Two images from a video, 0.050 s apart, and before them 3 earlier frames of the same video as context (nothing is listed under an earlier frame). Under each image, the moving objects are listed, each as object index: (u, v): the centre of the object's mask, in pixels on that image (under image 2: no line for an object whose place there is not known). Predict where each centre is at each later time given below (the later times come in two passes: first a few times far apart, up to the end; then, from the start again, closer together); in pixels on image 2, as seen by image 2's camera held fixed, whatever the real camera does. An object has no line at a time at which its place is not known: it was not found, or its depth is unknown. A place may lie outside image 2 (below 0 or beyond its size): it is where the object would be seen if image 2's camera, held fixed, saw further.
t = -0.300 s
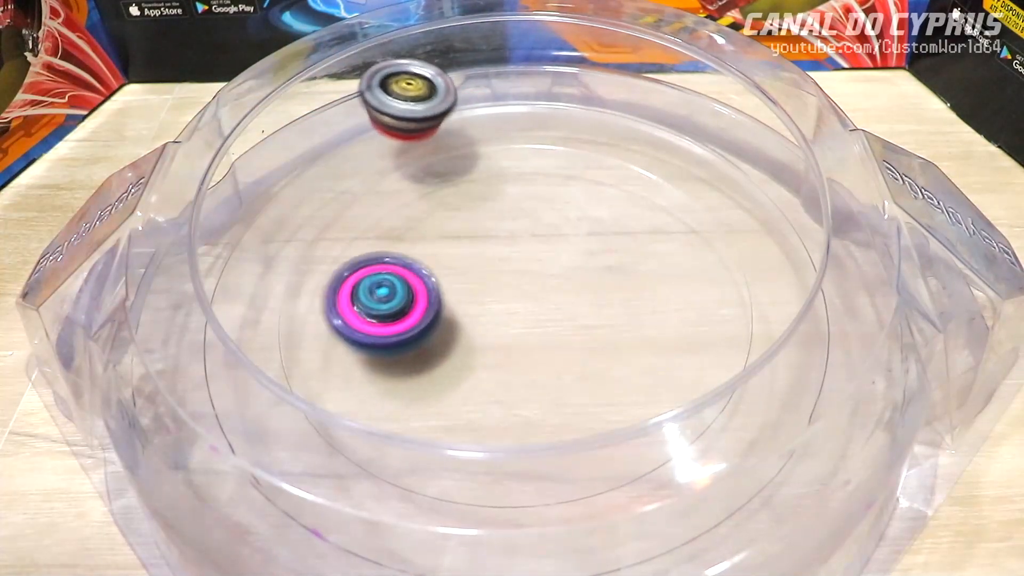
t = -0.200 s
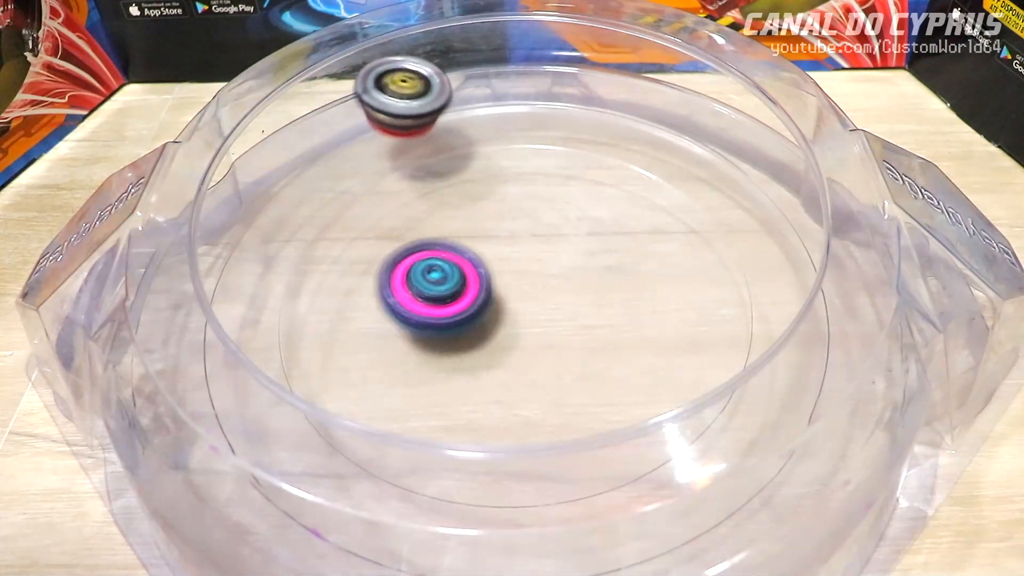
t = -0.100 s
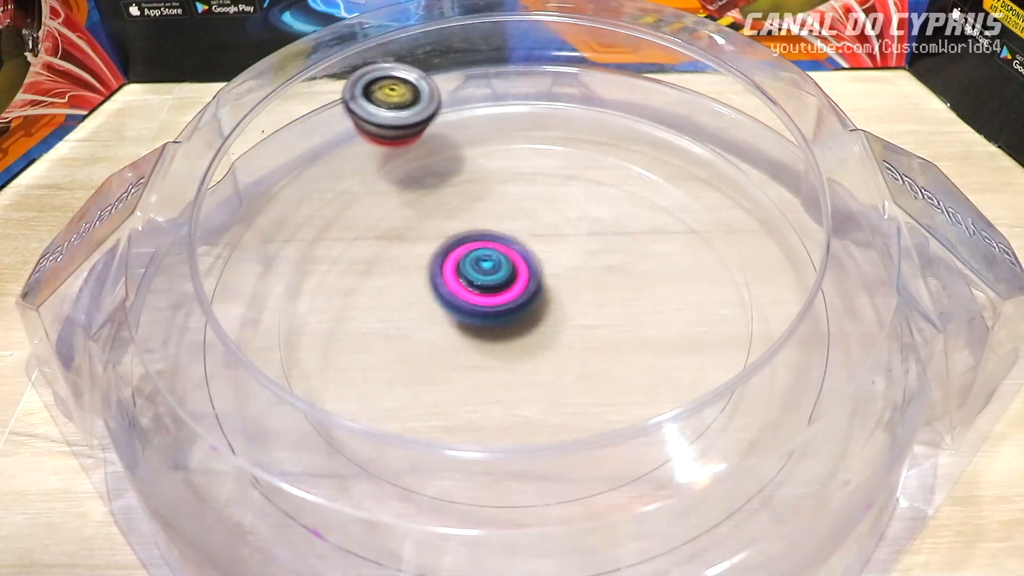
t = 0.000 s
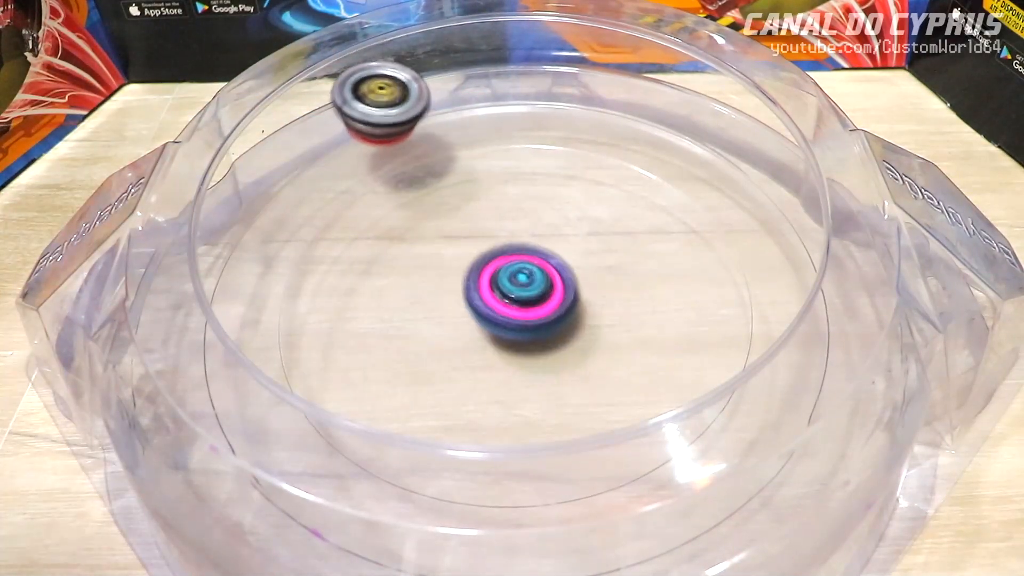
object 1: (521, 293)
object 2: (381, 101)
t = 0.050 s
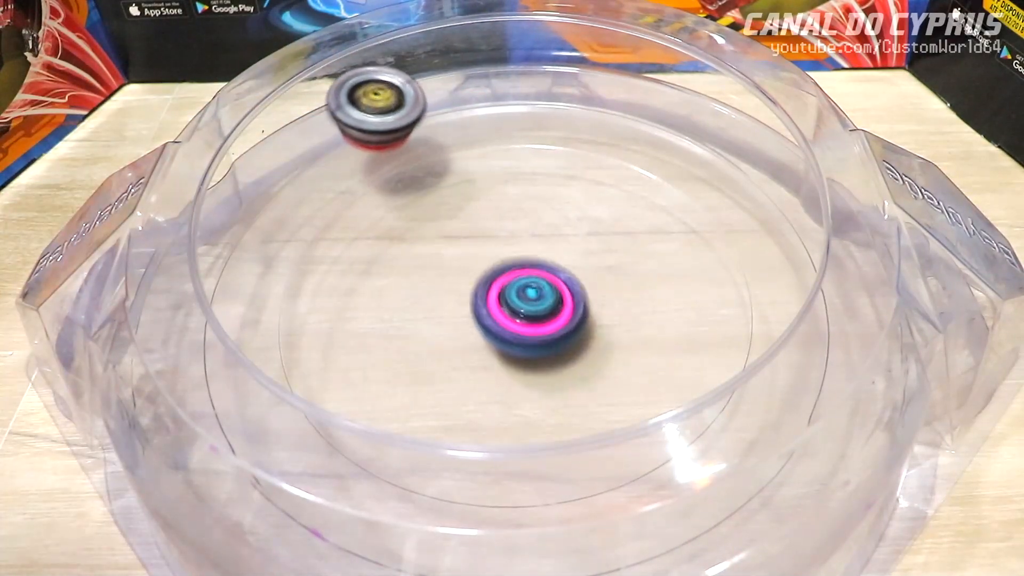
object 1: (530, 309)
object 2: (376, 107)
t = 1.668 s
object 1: (563, 248)
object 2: (637, 96)
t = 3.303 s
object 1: (397, 285)
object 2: (531, 206)
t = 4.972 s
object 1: (295, 481)
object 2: (271, 345)
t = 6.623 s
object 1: (797, 273)
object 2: (629, 470)
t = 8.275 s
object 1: (318, 282)
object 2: (492, 350)
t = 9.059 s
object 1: (500, 385)
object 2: (331, 204)
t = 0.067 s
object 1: (531, 314)
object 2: (374, 109)
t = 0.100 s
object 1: (530, 326)
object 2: (372, 110)
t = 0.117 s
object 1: (528, 330)
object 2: (372, 110)
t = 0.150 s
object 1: (521, 341)
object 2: (371, 109)
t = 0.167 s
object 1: (517, 347)
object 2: (372, 107)
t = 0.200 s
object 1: (505, 354)
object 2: (371, 105)
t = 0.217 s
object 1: (497, 357)
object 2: (371, 106)
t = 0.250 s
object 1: (481, 362)
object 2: (371, 109)
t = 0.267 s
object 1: (472, 362)
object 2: (371, 110)
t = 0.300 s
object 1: (455, 362)
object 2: (372, 109)
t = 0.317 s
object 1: (447, 360)
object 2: (373, 109)
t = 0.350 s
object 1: (432, 356)
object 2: (377, 105)
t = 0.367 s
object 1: (426, 352)
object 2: (379, 103)
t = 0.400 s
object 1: (416, 345)
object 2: (382, 101)
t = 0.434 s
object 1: (411, 336)
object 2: (383, 103)
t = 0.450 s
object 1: (409, 331)
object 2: (384, 104)
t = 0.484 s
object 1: (408, 321)
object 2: (386, 104)
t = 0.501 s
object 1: (408, 315)
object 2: (388, 104)
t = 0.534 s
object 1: (412, 306)
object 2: (394, 101)
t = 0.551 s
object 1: (415, 301)
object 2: (397, 99)
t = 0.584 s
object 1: (424, 291)
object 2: (405, 93)
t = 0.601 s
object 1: (430, 287)
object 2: (407, 92)
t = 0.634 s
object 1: (445, 280)
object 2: (412, 92)
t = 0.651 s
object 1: (452, 276)
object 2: (413, 93)
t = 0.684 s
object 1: (471, 273)
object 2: (417, 94)
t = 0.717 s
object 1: (492, 271)
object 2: (423, 93)
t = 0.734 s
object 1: (503, 272)
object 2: (426, 92)
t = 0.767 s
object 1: (524, 275)
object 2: (434, 88)
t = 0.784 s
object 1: (535, 278)
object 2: (439, 85)
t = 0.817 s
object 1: (553, 285)
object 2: (445, 83)
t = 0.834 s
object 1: (561, 290)
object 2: (447, 83)
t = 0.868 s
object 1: (575, 301)
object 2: (450, 86)
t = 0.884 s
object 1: (581, 309)
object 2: (452, 86)
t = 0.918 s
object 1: (588, 323)
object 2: (458, 86)
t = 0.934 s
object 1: (590, 331)
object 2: (462, 85)
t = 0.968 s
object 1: (588, 346)
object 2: (470, 83)
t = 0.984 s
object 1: (585, 354)
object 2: (474, 81)
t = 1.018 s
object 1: (576, 367)
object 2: (481, 79)
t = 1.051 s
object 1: (563, 378)
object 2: (485, 80)
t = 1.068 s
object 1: (556, 382)
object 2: (486, 81)
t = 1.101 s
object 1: (541, 389)
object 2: (491, 82)
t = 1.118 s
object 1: (533, 390)
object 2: (494, 81)
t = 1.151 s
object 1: (517, 393)
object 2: (501, 81)
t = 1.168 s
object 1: (508, 393)
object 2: (505, 81)
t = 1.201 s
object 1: (492, 391)
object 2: (514, 80)
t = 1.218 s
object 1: (484, 389)
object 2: (519, 80)
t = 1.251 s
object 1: (470, 383)
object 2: (530, 79)
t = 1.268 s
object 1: (464, 379)
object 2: (535, 78)
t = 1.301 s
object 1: (453, 369)
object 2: (544, 78)
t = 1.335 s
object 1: (444, 357)
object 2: (550, 79)
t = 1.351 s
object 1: (442, 351)
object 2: (553, 80)
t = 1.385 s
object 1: (439, 337)
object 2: (561, 82)
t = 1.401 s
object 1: (439, 329)
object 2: (565, 82)
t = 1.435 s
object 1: (443, 314)
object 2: (575, 84)
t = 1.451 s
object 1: (446, 306)
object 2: (580, 85)
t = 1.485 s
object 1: (456, 291)
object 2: (590, 86)
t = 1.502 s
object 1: (463, 284)
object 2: (595, 87)
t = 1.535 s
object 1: (479, 271)
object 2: (606, 88)
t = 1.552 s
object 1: (487, 266)
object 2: (612, 89)
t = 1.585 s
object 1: (507, 257)
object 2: (623, 90)
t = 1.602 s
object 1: (518, 254)
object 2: (627, 91)
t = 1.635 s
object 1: (540, 249)
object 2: (632, 93)
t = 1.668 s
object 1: (563, 248)
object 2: (637, 96)
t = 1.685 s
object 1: (575, 249)
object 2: (640, 98)
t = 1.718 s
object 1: (595, 253)
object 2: (648, 100)
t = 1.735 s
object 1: (605, 256)
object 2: (651, 102)
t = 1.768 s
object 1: (621, 265)
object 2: (660, 105)
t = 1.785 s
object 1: (628, 270)
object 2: (664, 106)
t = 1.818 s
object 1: (639, 281)
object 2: (673, 110)
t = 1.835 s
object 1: (643, 287)
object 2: (677, 112)
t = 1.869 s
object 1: (647, 299)
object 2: (687, 115)
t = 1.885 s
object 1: (648, 305)
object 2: (692, 116)
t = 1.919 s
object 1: (645, 317)
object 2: (702, 121)
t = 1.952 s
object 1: (639, 329)
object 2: (710, 124)
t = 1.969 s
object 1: (635, 335)
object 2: (712, 125)
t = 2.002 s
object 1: (624, 345)
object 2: (714, 129)
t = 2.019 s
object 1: (617, 349)
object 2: (717, 131)
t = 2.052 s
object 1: (602, 356)
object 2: (722, 135)
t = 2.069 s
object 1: (594, 360)
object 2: (725, 137)
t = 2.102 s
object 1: (576, 364)
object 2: (732, 142)
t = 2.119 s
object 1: (566, 365)
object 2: (736, 144)
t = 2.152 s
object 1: (545, 366)
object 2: (744, 149)
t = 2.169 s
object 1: (535, 365)
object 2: (747, 151)
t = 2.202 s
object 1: (514, 360)
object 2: (749, 154)
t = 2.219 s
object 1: (504, 356)
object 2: (751, 157)
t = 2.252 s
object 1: (488, 347)
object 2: (755, 161)
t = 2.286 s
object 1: (474, 334)
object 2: (758, 167)
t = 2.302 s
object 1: (469, 326)
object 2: (761, 168)
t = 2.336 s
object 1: (463, 311)
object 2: (763, 175)
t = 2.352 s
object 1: (461, 303)
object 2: (765, 178)
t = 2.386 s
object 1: (461, 286)
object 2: (769, 184)
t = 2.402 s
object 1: (463, 277)
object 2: (771, 186)
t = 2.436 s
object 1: (468, 262)
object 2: (773, 191)
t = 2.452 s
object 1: (473, 256)
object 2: (775, 194)
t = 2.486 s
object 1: (484, 244)
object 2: (783, 198)
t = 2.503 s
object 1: (491, 239)
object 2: (785, 200)
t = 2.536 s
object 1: (506, 231)
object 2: (788, 206)
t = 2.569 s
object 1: (523, 224)
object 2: (790, 211)
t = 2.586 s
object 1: (531, 222)
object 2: (791, 213)
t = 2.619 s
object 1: (549, 220)
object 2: (793, 218)
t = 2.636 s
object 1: (557, 220)
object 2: (794, 221)
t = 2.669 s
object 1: (574, 222)
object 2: (795, 225)
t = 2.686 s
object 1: (581, 223)
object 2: (796, 228)
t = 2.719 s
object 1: (594, 228)
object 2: (796, 234)
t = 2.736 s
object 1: (599, 232)
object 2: (796, 236)
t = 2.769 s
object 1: (609, 240)
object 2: (796, 242)
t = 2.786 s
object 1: (613, 244)
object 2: (795, 244)
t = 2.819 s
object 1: (618, 256)
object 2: (793, 248)
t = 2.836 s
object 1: (619, 261)
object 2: (791, 250)
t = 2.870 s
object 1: (620, 274)
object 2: (788, 254)
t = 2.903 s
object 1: (616, 287)
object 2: (784, 258)
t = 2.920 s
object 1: (613, 294)
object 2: (782, 260)
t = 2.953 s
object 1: (603, 306)
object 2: (776, 263)
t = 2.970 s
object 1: (596, 312)
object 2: (774, 264)
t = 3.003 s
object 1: (580, 324)
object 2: (767, 266)
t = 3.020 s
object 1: (571, 329)
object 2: (763, 267)
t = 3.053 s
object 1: (552, 336)
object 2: (753, 267)
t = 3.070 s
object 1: (541, 339)
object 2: (747, 268)
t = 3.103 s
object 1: (519, 340)
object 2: (727, 267)
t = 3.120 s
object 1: (508, 339)
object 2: (714, 267)
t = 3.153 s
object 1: (487, 335)
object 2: (685, 263)
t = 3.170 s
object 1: (477, 329)
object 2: (669, 261)
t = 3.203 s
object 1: (460, 320)
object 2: (634, 255)
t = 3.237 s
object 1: (446, 306)
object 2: (593, 247)
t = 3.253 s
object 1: (441, 299)
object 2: (571, 242)
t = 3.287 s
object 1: (421, 286)
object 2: (532, 224)
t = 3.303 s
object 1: (397, 285)
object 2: (531, 206)
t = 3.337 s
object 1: (352, 290)
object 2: (528, 178)
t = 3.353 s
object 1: (334, 288)
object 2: (527, 166)
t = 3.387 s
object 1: (301, 289)
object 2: (519, 143)
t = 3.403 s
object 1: (288, 286)
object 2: (514, 135)
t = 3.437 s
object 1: (269, 282)
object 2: (503, 124)
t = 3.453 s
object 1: (263, 280)
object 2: (495, 119)
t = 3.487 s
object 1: (253, 279)
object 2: (481, 118)
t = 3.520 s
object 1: (236, 280)
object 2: (462, 124)
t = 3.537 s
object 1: (231, 280)
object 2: (453, 129)
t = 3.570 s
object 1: (215, 280)
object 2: (432, 142)
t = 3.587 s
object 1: (214, 278)
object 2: (421, 151)
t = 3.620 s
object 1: (221, 282)
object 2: (399, 174)
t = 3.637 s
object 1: (222, 281)
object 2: (387, 190)
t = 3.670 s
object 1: (225, 282)
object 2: (365, 223)
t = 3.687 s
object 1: (224, 282)
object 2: (357, 240)
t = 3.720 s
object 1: (222, 284)
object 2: (345, 280)
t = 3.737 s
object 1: (219, 285)
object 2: (344, 304)
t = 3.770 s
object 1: (214, 287)
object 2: (349, 345)
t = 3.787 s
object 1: (216, 288)
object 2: (356, 365)
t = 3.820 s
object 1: (217, 290)
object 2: (381, 408)
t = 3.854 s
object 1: (215, 292)
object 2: (417, 445)
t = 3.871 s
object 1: (214, 294)
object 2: (441, 461)
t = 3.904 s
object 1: (213, 296)
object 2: (497, 492)
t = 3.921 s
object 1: (213, 298)
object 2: (526, 509)
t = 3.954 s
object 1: (212, 302)
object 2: (594, 522)
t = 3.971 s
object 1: (213, 303)
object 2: (625, 521)
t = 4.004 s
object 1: (212, 308)
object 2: (685, 514)
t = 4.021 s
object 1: (211, 311)
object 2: (715, 513)
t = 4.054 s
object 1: (214, 314)
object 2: (761, 486)
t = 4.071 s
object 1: (213, 317)
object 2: (774, 467)
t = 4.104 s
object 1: (211, 323)
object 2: (813, 434)
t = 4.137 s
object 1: (211, 330)
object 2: (847, 402)
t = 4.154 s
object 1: (212, 333)
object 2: (851, 385)
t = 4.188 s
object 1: (213, 339)
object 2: (828, 345)
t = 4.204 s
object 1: (214, 341)
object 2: (818, 331)
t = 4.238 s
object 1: (215, 348)
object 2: (796, 291)
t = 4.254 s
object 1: (214, 353)
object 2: (785, 274)
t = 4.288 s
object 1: (217, 358)
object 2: (760, 241)
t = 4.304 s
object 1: (218, 361)
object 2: (747, 226)
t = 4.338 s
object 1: (220, 367)
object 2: (716, 199)
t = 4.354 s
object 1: (220, 372)
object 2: (698, 185)
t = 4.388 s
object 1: (220, 379)
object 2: (658, 156)
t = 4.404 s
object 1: (221, 381)
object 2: (638, 143)
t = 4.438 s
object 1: (222, 388)
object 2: (593, 123)
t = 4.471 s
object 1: (227, 390)
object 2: (545, 104)
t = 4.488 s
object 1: (229, 393)
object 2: (523, 97)
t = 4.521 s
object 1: (232, 398)
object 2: (480, 85)
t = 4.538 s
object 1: (233, 401)
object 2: (460, 80)
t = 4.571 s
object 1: (228, 412)
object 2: (421, 74)
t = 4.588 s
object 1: (230, 415)
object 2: (401, 76)
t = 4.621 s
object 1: (235, 421)
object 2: (365, 88)
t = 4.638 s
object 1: (237, 423)
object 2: (350, 93)
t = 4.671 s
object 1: (241, 428)
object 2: (318, 107)
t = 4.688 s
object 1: (247, 427)
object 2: (304, 116)
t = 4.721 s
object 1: (251, 432)
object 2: (279, 136)
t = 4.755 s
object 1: (255, 436)
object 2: (263, 162)
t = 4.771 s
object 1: (255, 441)
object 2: (258, 177)
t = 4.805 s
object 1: (262, 442)
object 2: (251, 207)
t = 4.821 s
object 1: (264, 444)
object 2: (250, 222)
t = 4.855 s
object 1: (270, 449)
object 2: (249, 252)
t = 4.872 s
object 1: (273, 451)
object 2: (252, 267)
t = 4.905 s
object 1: (278, 454)
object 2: (253, 301)
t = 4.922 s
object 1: (282, 457)
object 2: (258, 318)
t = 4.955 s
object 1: (290, 472)
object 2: (267, 342)
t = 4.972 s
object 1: (295, 481)
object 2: (271, 345)
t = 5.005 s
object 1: (310, 503)
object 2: (286, 364)
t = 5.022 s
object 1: (321, 509)
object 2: (295, 370)
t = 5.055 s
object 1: (346, 515)
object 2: (319, 378)
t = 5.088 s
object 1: (376, 520)
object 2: (345, 391)
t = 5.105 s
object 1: (395, 518)
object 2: (364, 386)
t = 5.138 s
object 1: (432, 521)
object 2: (398, 383)
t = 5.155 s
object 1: (447, 521)
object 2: (419, 381)
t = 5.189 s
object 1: (474, 522)
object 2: (464, 376)
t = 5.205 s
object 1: (486, 522)
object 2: (490, 368)
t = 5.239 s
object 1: (507, 526)
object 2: (540, 352)
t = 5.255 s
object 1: (516, 526)
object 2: (562, 342)
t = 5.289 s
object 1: (532, 529)
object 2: (604, 313)
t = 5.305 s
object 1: (540, 528)
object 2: (620, 291)
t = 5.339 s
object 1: (554, 527)
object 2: (644, 256)
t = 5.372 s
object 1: (569, 526)
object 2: (659, 220)
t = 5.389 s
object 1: (576, 526)
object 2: (663, 203)
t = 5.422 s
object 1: (590, 524)
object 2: (665, 171)
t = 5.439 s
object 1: (596, 524)
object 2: (663, 156)
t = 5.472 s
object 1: (609, 522)
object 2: (654, 127)
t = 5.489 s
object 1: (615, 521)
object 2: (648, 118)
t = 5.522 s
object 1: (626, 519)
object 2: (637, 95)
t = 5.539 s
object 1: (630, 517)
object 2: (629, 83)
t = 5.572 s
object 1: (642, 515)
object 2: (607, 70)
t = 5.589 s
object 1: (649, 513)
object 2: (594, 69)
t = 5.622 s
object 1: (662, 509)
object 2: (570, 62)
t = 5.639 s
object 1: (666, 505)
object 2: (560, 59)
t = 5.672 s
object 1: (677, 499)
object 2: (537, 56)
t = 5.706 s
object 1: (689, 493)
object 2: (514, 55)
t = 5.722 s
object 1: (695, 491)
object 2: (504, 56)
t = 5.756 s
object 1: (706, 486)
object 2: (481, 58)
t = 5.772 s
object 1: (711, 483)
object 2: (470, 59)
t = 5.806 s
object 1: (720, 476)
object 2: (448, 62)
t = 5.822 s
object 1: (724, 472)
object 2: (438, 64)
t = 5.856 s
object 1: (733, 465)
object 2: (416, 69)
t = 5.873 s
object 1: (738, 462)
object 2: (406, 72)
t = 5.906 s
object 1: (745, 455)
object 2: (386, 80)
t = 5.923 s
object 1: (748, 453)
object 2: (375, 84)
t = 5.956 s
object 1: (754, 445)
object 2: (356, 93)
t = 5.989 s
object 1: (759, 438)
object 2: (339, 103)
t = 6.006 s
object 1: (767, 433)
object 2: (332, 110)
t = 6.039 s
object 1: (773, 426)
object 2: (312, 123)
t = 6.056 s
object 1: (775, 422)
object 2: (304, 134)
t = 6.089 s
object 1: (780, 413)
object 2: (288, 157)
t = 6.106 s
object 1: (783, 408)
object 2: (279, 167)
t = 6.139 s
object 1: (788, 400)
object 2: (265, 195)
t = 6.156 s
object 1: (790, 394)
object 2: (259, 207)
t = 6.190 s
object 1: (794, 385)
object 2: (252, 231)
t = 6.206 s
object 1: (795, 381)
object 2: (250, 243)
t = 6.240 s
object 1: (798, 373)
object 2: (252, 267)
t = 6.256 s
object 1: (800, 367)
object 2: (249, 280)
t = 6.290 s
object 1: (801, 358)
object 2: (255, 307)
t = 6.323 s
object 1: (803, 349)
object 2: (265, 331)
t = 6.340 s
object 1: (804, 345)
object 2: (272, 343)
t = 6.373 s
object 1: (805, 336)
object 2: (288, 367)
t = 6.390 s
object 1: (805, 331)
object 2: (299, 381)
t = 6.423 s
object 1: (805, 322)
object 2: (332, 408)
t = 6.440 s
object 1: (805, 318)
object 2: (349, 421)
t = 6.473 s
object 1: (805, 310)
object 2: (394, 445)
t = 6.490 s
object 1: (802, 304)
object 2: (421, 454)
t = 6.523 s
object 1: (804, 298)
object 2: (475, 465)
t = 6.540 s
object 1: (803, 294)
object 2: (502, 471)
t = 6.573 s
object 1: (801, 285)
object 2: (556, 474)
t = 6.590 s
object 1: (800, 281)
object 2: (581, 474)
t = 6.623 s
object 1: (797, 273)
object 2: (629, 470)
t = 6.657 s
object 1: (794, 265)
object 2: (674, 459)
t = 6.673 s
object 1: (792, 261)
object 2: (693, 453)
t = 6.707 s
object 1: (789, 253)
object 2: (732, 437)
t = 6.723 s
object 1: (787, 250)
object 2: (743, 430)
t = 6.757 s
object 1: (783, 243)
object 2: (781, 412)
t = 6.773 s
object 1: (780, 239)
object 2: (794, 400)
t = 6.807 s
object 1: (773, 233)
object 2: (814, 373)
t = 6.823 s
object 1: (771, 229)
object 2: (819, 357)
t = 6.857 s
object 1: (768, 223)
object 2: (819, 324)
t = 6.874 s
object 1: (766, 219)
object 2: (821, 305)
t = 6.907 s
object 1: (756, 209)
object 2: (822, 272)
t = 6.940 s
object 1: (745, 194)
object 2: (834, 254)
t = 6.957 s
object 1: (737, 190)
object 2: (841, 247)
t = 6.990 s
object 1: (723, 179)
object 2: (849, 236)
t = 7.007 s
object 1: (718, 175)
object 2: (853, 232)
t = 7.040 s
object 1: (708, 168)
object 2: (862, 226)
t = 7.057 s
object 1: (704, 165)
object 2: (868, 223)
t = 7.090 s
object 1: (697, 160)
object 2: (880, 220)
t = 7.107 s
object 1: (692, 158)
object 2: (883, 219)
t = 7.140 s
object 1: (685, 153)
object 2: (880, 219)
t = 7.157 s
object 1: (681, 151)
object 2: (881, 215)
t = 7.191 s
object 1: (673, 147)
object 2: (880, 215)
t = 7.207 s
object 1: (668, 145)
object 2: (880, 214)
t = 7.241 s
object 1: (660, 142)
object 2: (880, 214)
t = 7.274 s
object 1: (651, 139)
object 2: (881, 213)
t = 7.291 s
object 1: (646, 137)
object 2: (880, 213)
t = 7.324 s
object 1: (638, 135)
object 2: (879, 212)
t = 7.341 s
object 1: (634, 133)
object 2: (877, 212)
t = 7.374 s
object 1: (624, 131)
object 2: (867, 213)
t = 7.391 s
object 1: (620, 130)
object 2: (866, 210)
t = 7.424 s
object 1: (610, 128)
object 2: (861, 210)
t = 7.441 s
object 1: (606, 127)
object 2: (857, 209)
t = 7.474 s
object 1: (597, 126)
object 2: (850, 209)
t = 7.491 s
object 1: (593, 125)
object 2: (841, 210)
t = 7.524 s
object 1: (586, 125)
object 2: (835, 209)
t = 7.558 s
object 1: (580, 126)
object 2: (827, 209)
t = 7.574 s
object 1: (579, 128)
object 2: (823, 208)
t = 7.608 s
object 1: (575, 137)
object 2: (810, 209)
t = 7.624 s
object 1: (575, 142)
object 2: (801, 212)
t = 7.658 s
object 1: (574, 153)
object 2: (786, 211)
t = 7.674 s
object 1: (573, 158)
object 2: (772, 214)
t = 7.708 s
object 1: (572, 171)
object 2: (756, 214)
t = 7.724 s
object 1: (571, 177)
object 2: (747, 216)
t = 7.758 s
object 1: (569, 190)
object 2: (728, 220)
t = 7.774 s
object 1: (568, 198)
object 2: (716, 222)
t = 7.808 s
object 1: (565, 212)
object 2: (688, 226)
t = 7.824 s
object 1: (563, 220)
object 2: (671, 226)
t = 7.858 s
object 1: (544, 232)
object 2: (654, 228)
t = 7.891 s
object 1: (511, 245)
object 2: (649, 234)
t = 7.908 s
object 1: (497, 251)
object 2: (643, 236)
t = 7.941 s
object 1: (471, 263)
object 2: (627, 241)
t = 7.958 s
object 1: (458, 268)
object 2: (617, 244)
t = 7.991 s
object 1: (440, 277)
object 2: (591, 247)
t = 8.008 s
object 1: (432, 281)
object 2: (576, 251)
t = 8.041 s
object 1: (418, 286)
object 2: (540, 258)
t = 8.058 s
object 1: (410, 289)
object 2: (526, 262)
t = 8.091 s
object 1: (385, 292)
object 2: (510, 271)
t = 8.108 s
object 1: (376, 293)
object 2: (502, 277)
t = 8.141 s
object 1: (358, 293)
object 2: (490, 291)
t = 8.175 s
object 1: (345, 291)
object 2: (482, 306)
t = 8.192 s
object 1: (340, 290)
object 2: (480, 314)
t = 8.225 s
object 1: (330, 287)
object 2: (481, 330)
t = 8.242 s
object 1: (325, 285)
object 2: (483, 337)
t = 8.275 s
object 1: (318, 282)
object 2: (492, 350)
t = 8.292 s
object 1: (315, 280)
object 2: (499, 356)
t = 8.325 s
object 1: (311, 278)
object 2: (517, 366)
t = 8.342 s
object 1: (309, 277)
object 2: (526, 370)
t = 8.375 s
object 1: (306, 276)
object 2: (551, 375)
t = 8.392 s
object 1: (305, 276)
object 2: (565, 375)
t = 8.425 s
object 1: (304, 276)
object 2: (593, 372)
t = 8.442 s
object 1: (304, 276)
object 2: (607, 369)
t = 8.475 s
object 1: (305, 276)
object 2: (631, 357)
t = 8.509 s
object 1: (308, 278)
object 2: (647, 336)
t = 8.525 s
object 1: (310, 278)
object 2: (649, 327)
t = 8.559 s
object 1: (315, 280)
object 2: (650, 305)
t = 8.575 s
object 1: (318, 281)
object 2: (646, 294)
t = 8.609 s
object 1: (326, 284)
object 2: (631, 272)
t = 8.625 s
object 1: (330, 285)
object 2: (621, 263)
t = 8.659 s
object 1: (341, 288)
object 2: (594, 245)
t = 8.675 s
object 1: (347, 289)
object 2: (580, 239)
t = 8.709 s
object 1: (360, 292)
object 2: (546, 228)
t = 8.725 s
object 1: (366, 294)
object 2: (530, 224)
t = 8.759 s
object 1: (381, 298)
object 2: (497, 221)
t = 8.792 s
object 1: (396, 301)
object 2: (465, 222)
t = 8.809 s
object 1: (404, 306)
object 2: (449, 222)
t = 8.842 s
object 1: (414, 326)
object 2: (429, 204)
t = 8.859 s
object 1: (422, 338)
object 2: (420, 199)
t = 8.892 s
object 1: (438, 354)
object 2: (402, 189)
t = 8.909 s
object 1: (447, 360)
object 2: (394, 186)
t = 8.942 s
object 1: (462, 369)
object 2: (377, 182)
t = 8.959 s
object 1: (469, 374)
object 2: (371, 182)
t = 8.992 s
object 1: (481, 379)
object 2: (356, 185)
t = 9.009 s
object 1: (487, 381)
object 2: (351, 189)
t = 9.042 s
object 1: (496, 385)
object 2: (337, 198)
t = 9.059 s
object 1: (500, 385)
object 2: (331, 204)
